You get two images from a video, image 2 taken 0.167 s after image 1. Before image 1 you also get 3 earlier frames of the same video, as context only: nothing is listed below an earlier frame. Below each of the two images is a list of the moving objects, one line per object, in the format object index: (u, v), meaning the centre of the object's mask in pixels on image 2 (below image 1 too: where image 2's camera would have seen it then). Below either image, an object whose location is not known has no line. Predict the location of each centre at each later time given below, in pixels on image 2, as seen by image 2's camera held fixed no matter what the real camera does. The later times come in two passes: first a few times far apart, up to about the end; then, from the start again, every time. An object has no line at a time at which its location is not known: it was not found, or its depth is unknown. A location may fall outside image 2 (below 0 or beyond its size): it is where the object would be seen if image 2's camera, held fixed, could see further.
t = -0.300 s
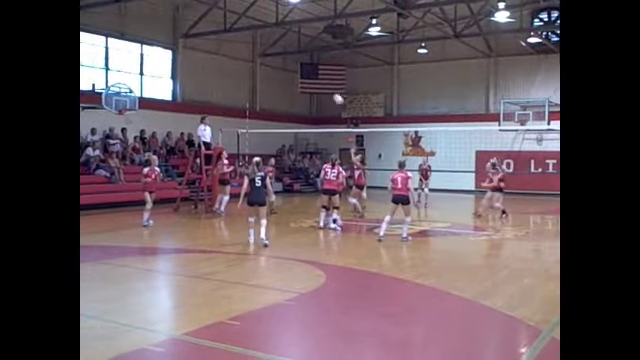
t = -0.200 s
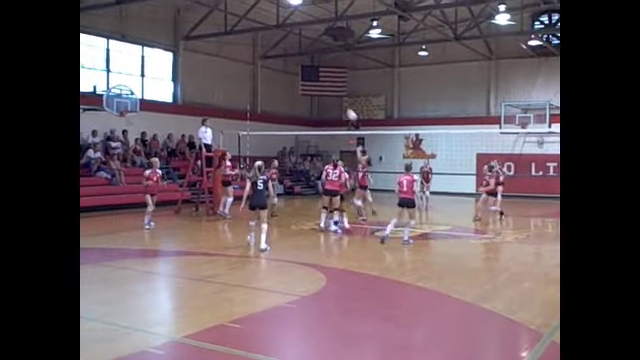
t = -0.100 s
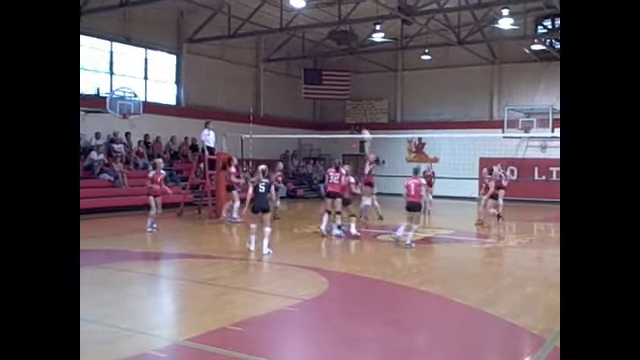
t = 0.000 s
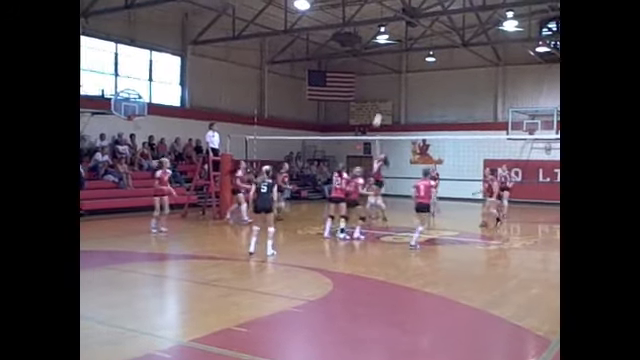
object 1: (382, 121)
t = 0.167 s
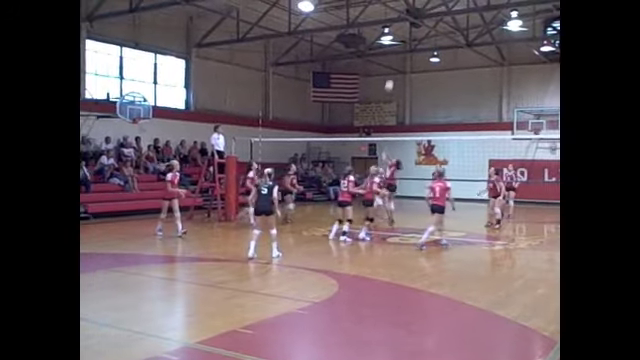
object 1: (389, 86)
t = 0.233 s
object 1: (392, 74)
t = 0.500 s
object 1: (403, 46)
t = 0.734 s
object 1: (411, 42)
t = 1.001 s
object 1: (422, 61)
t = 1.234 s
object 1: (430, 98)
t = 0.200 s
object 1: (390, 79)
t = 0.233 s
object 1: (392, 74)
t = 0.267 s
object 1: (393, 69)
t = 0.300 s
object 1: (394, 64)
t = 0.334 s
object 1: (396, 60)
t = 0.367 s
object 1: (397, 57)
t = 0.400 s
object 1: (399, 54)
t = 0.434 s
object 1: (400, 50)
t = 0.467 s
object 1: (401, 48)
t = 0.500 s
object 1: (403, 46)
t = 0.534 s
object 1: (404, 44)
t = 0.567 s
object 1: (405, 43)
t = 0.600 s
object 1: (407, 42)
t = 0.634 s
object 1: (408, 41)
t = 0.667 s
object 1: (409, 41)
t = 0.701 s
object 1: (411, 41)
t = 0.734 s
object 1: (411, 42)
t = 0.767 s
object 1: (413, 43)
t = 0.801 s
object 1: (414, 44)
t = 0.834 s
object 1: (415, 46)
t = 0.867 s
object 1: (417, 49)
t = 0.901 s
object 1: (418, 51)
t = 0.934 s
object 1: (419, 54)
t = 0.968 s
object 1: (420, 57)
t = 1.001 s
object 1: (422, 61)
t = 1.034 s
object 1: (423, 65)
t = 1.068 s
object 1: (424, 69)
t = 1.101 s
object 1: (425, 75)
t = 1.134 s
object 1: (426, 80)
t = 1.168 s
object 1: (427, 86)
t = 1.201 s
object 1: (429, 92)
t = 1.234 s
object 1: (430, 98)
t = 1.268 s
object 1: (430, 105)
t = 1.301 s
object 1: (432, 112)
